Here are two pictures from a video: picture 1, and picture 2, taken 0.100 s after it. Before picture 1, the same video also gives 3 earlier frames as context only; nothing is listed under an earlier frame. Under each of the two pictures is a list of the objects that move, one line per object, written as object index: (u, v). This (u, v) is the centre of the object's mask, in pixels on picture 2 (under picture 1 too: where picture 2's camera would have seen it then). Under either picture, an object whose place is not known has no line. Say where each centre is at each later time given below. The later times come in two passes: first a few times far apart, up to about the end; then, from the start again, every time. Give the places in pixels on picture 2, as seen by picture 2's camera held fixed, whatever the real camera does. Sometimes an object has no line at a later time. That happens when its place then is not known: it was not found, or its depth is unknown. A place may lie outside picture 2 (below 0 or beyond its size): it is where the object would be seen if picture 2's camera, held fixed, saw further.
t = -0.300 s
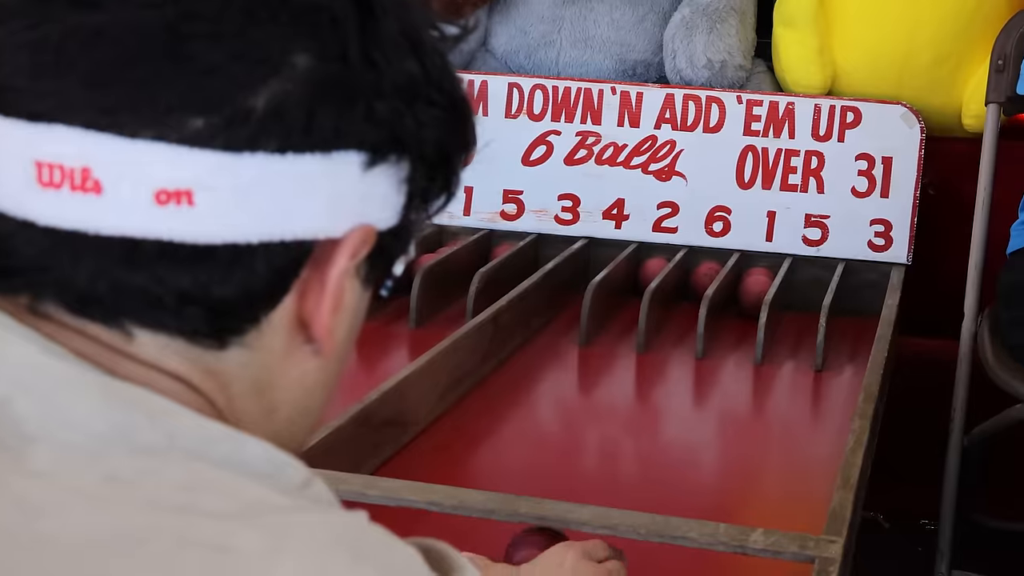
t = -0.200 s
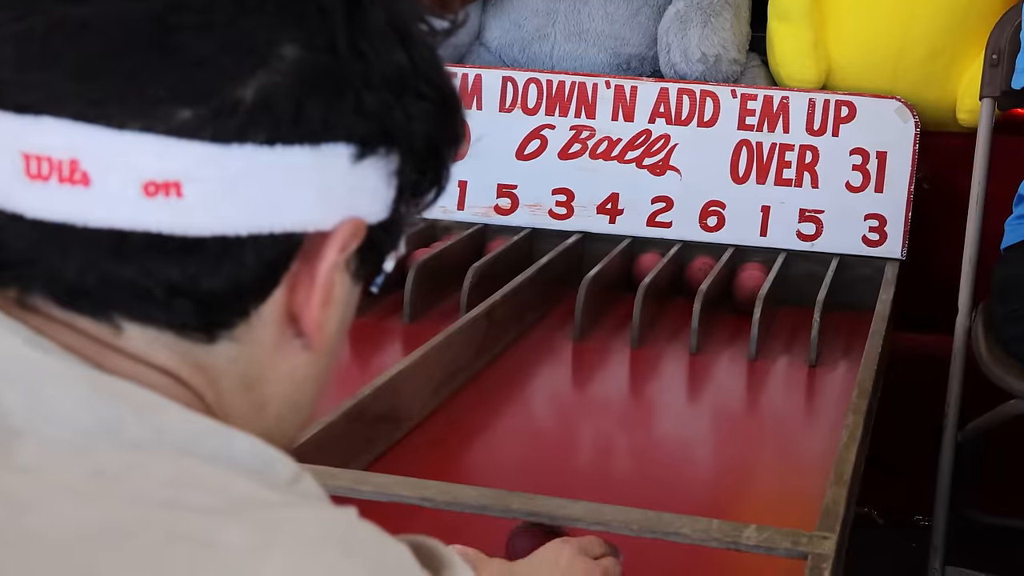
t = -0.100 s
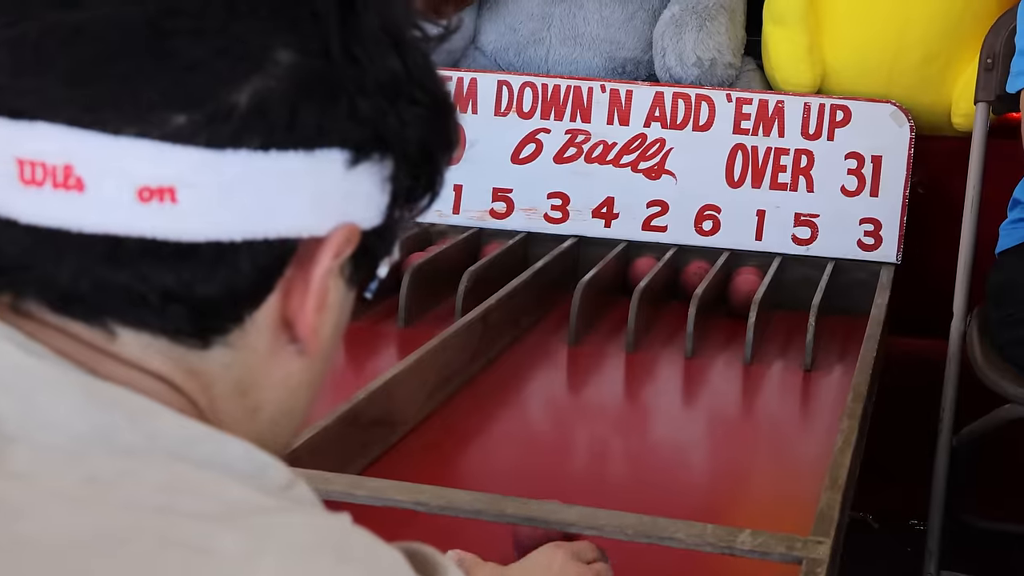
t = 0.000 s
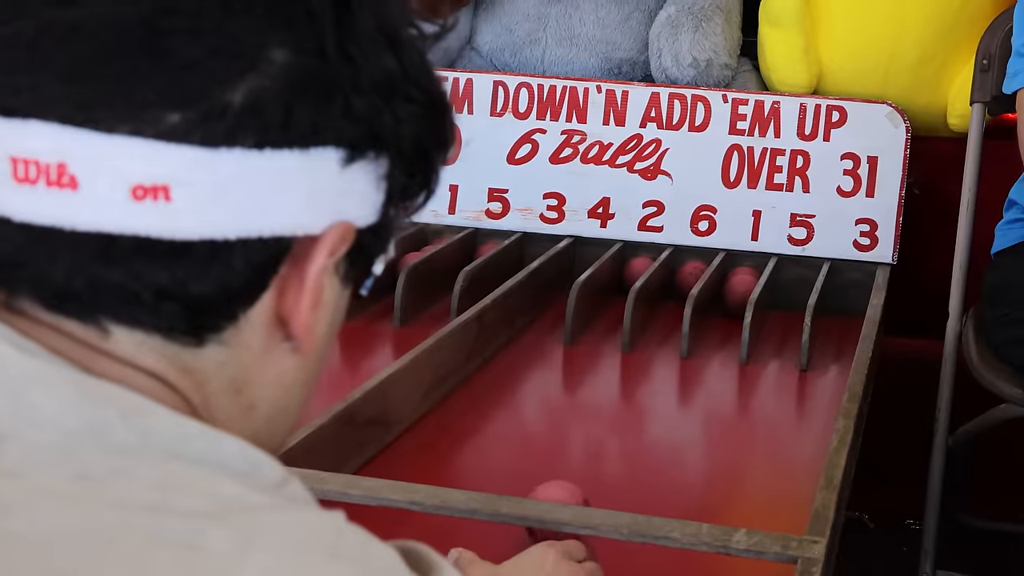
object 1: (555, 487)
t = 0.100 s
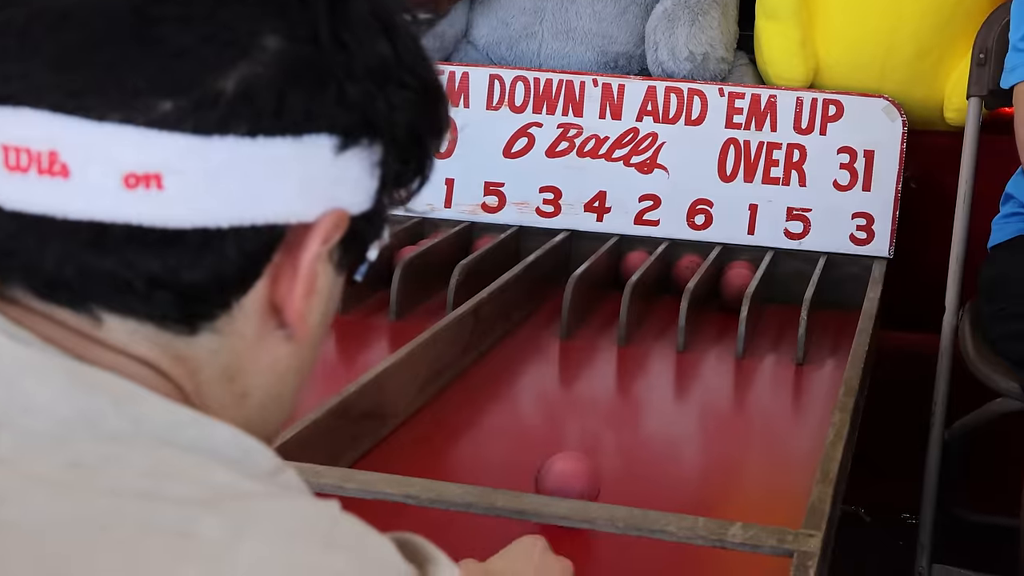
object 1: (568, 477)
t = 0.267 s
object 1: (596, 441)
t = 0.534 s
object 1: (642, 368)
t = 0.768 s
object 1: (602, 315)
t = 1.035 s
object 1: (515, 330)
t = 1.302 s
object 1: (544, 330)
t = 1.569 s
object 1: (561, 327)
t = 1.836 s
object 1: (571, 325)
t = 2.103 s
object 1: (595, 322)
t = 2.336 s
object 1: (602, 310)
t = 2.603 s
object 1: (616, 285)
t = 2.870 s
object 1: (620, 278)
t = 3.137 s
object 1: (625, 272)
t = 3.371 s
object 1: (625, 272)
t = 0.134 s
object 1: (574, 473)
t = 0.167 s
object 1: (579, 467)
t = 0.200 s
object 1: (584, 460)
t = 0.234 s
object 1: (590, 451)
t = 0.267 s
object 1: (596, 441)
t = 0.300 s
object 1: (601, 432)
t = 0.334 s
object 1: (607, 425)
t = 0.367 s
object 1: (613, 415)
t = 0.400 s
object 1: (619, 405)
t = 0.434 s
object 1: (625, 396)
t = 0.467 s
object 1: (630, 387)
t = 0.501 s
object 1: (636, 377)
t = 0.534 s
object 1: (642, 368)
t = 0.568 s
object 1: (647, 359)
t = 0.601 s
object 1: (652, 349)
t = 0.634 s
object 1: (657, 340)
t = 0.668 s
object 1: (659, 332)
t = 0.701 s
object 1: (636, 322)
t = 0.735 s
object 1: (619, 315)
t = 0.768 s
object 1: (602, 315)
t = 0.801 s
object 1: (586, 322)
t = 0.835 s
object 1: (572, 333)
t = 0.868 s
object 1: (561, 324)
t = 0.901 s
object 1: (552, 324)
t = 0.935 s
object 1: (541, 332)
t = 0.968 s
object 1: (530, 327)
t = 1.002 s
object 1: (523, 326)
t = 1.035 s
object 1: (515, 330)
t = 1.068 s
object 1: (519, 329)
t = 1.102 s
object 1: (524, 333)
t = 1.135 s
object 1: (527, 331)
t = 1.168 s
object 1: (530, 332)
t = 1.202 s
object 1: (533, 332)
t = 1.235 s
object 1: (537, 331)
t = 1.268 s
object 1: (540, 331)
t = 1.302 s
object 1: (544, 330)
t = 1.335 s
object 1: (547, 329)
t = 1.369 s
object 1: (551, 328)
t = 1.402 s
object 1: (555, 326)
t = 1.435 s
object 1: (559, 323)
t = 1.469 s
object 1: (560, 323)
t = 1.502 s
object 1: (560, 325)
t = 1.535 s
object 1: (560, 327)
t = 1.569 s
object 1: (561, 327)
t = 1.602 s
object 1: (562, 327)
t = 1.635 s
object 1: (563, 327)
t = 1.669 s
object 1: (564, 326)
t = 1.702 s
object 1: (565, 326)
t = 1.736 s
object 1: (567, 325)
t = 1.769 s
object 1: (568, 324)
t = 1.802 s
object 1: (570, 325)
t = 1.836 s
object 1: (571, 325)
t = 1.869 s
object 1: (573, 325)
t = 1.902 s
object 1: (575, 325)
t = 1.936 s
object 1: (577, 325)
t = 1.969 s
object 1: (579, 324)
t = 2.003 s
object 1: (582, 324)
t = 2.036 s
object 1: (584, 323)
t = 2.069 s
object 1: (590, 322)
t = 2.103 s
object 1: (595, 322)
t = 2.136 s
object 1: (595, 321)
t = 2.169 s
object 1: (593, 319)
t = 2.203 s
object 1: (594, 318)
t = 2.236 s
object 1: (596, 316)
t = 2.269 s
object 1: (599, 314)
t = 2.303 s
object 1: (601, 313)
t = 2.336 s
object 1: (602, 310)
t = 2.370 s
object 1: (604, 308)
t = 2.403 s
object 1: (604, 306)
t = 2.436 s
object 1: (606, 302)
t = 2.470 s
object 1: (606, 300)
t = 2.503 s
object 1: (609, 296)
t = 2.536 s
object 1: (611, 293)
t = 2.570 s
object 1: (613, 289)
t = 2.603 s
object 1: (616, 285)
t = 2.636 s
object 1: (619, 282)
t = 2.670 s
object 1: (623, 274)
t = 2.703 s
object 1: (628, 269)
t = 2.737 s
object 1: (622, 276)
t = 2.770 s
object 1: (623, 274)
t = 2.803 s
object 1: (622, 276)
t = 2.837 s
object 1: (620, 278)
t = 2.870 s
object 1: (620, 278)
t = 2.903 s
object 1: (620, 278)
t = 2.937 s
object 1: (620, 278)
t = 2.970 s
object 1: (620, 278)
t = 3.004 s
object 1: (621, 277)
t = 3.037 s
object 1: (622, 276)
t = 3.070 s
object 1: (622, 275)
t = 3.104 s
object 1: (624, 274)
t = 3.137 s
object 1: (625, 272)
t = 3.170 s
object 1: (625, 272)
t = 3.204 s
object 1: (625, 272)
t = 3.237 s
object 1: (625, 272)
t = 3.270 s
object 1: (625, 273)
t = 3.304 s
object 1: (625, 273)
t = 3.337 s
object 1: (625, 273)
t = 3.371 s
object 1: (625, 272)
